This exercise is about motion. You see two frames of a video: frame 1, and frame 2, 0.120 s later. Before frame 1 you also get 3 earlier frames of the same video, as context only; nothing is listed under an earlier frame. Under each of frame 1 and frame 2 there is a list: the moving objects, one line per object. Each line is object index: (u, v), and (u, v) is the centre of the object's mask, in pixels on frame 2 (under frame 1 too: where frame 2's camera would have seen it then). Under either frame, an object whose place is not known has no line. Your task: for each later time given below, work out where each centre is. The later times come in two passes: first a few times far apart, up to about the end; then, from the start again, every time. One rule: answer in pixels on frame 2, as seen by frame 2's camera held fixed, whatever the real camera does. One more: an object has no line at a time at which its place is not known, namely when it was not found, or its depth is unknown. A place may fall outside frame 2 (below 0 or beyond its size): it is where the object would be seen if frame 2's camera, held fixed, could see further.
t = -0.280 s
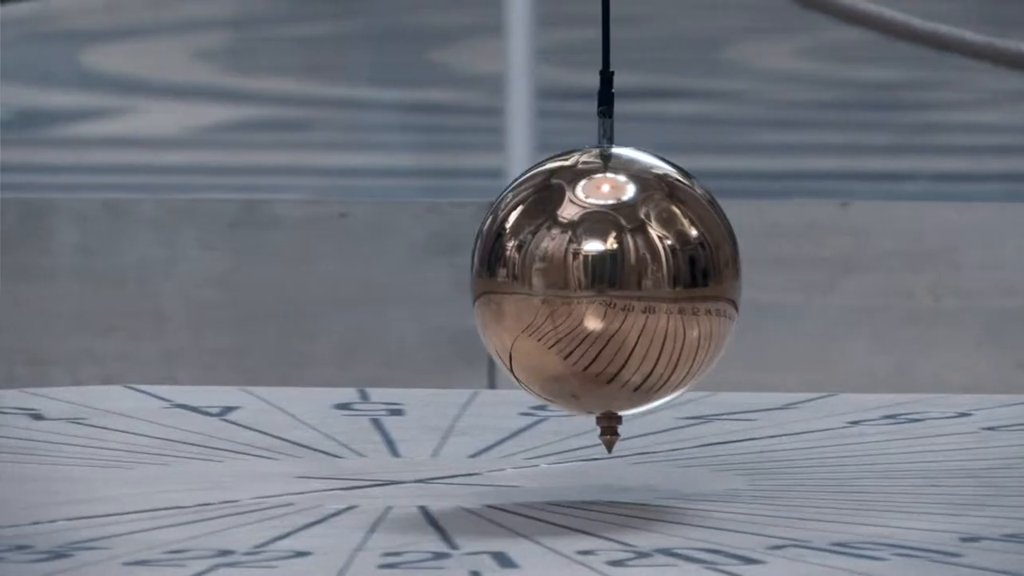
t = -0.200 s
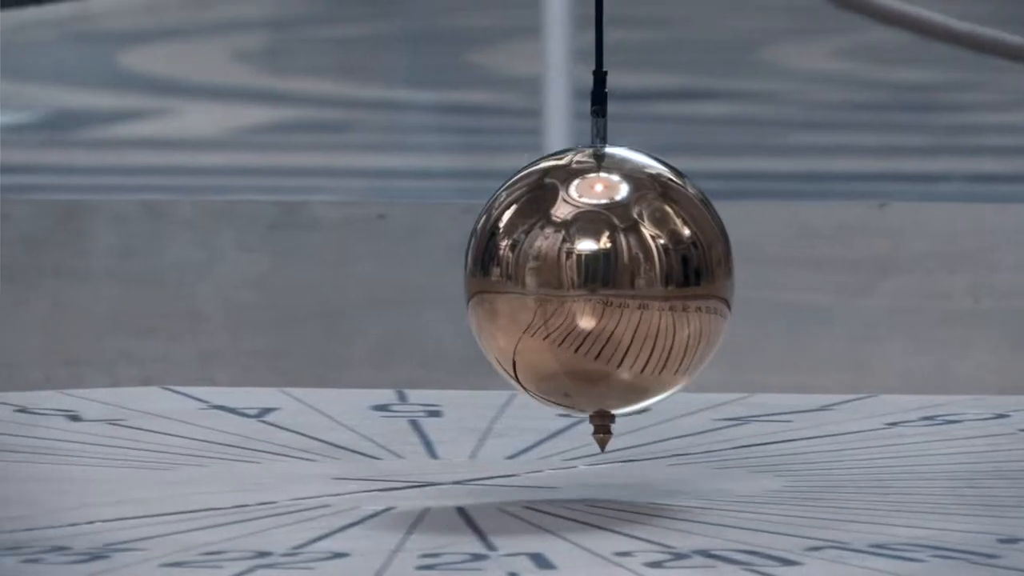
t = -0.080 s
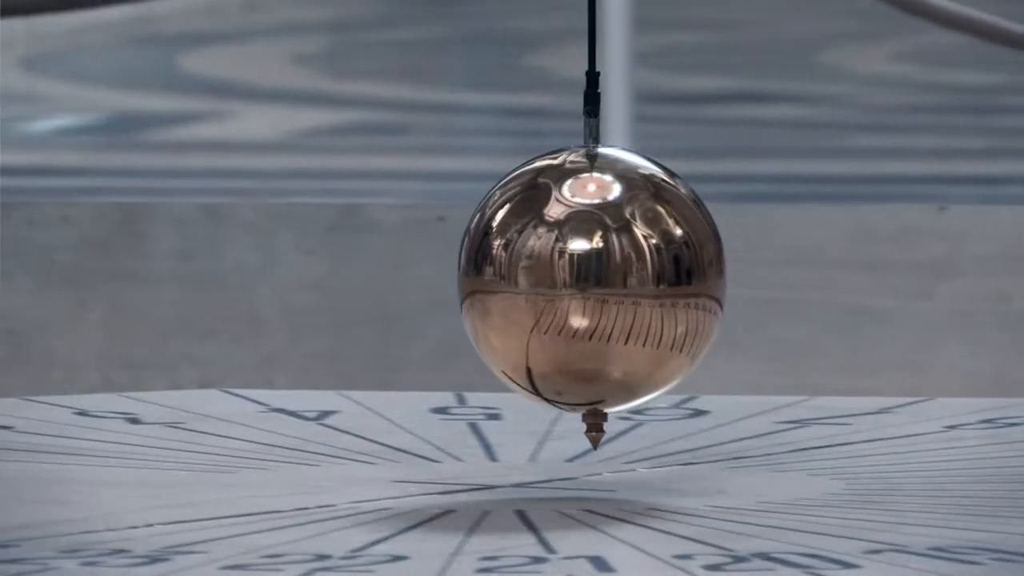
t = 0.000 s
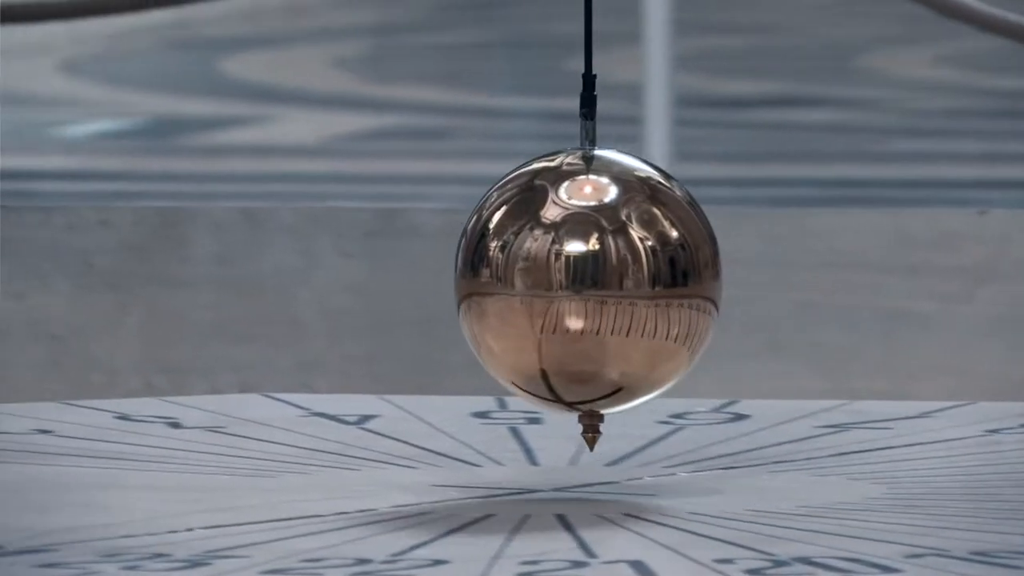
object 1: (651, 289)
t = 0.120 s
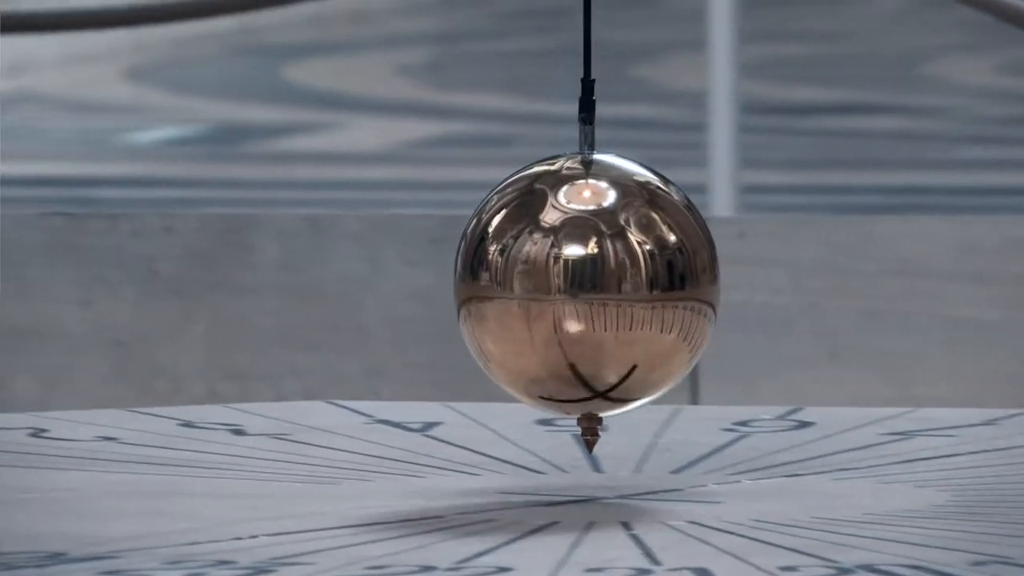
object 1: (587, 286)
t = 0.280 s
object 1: (504, 281)
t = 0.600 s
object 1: (339, 268)
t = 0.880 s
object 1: (197, 255)
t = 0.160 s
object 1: (566, 285)
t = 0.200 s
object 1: (545, 284)
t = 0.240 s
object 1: (525, 282)
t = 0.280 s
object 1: (504, 281)
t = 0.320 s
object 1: (484, 280)
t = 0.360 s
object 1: (464, 278)
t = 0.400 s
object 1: (443, 276)
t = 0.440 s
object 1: (422, 275)
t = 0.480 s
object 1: (402, 273)
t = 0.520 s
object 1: (381, 271)
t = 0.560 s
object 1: (360, 270)
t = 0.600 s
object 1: (339, 268)
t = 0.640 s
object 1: (319, 266)
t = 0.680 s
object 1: (299, 265)
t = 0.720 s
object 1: (279, 263)
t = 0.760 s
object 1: (258, 261)
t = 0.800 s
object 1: (238, 260)
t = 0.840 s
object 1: (217, 257)
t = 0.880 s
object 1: (197, 255)
